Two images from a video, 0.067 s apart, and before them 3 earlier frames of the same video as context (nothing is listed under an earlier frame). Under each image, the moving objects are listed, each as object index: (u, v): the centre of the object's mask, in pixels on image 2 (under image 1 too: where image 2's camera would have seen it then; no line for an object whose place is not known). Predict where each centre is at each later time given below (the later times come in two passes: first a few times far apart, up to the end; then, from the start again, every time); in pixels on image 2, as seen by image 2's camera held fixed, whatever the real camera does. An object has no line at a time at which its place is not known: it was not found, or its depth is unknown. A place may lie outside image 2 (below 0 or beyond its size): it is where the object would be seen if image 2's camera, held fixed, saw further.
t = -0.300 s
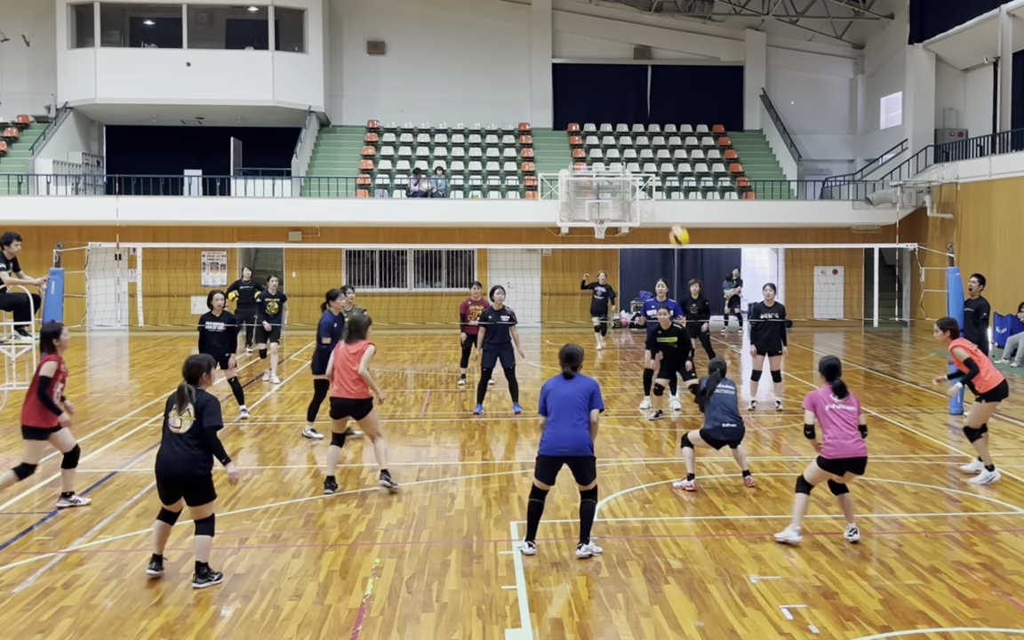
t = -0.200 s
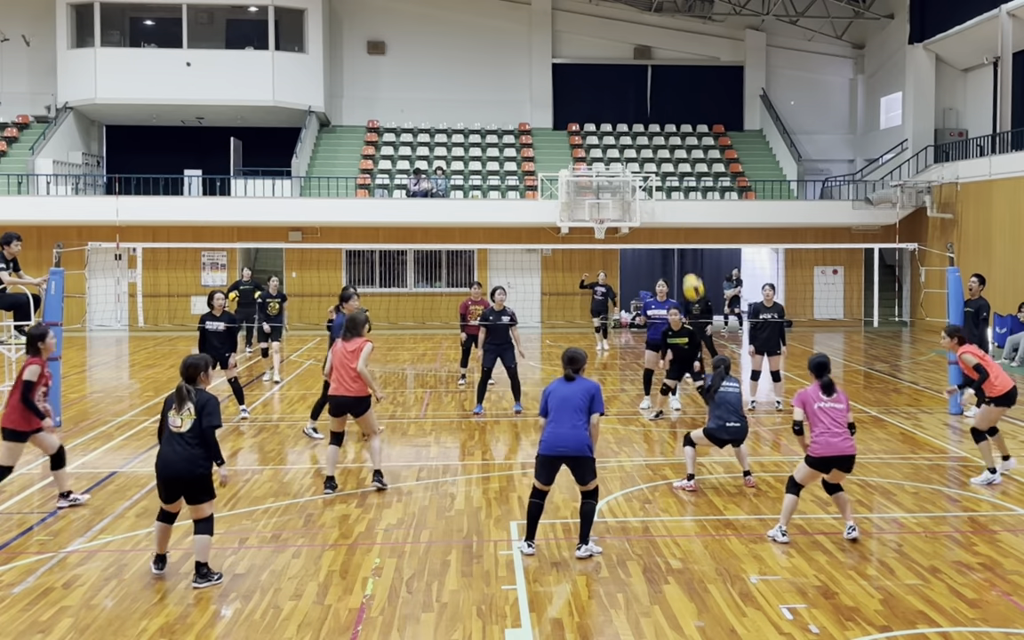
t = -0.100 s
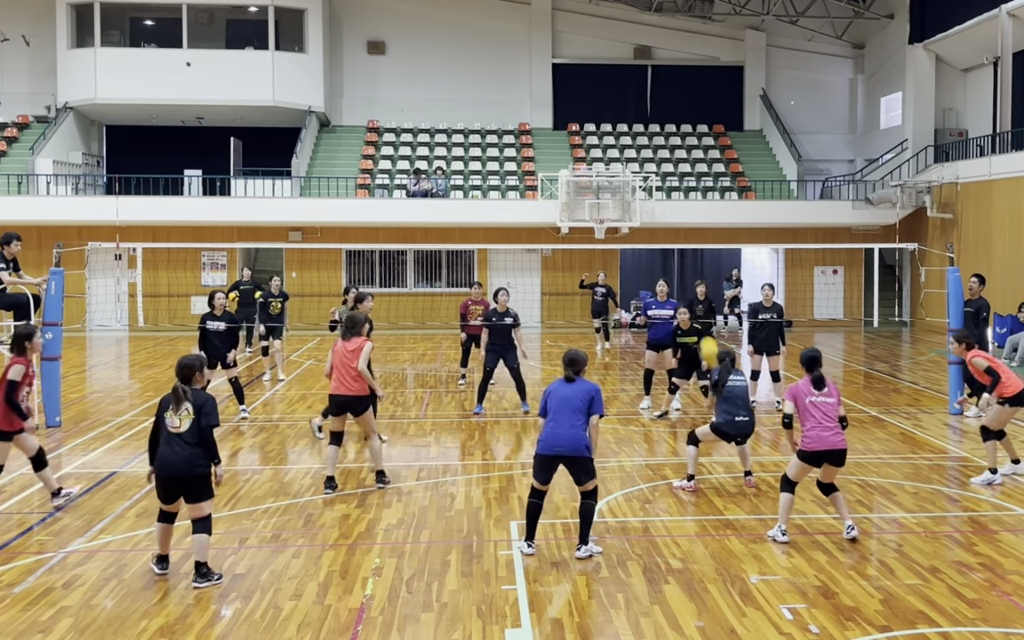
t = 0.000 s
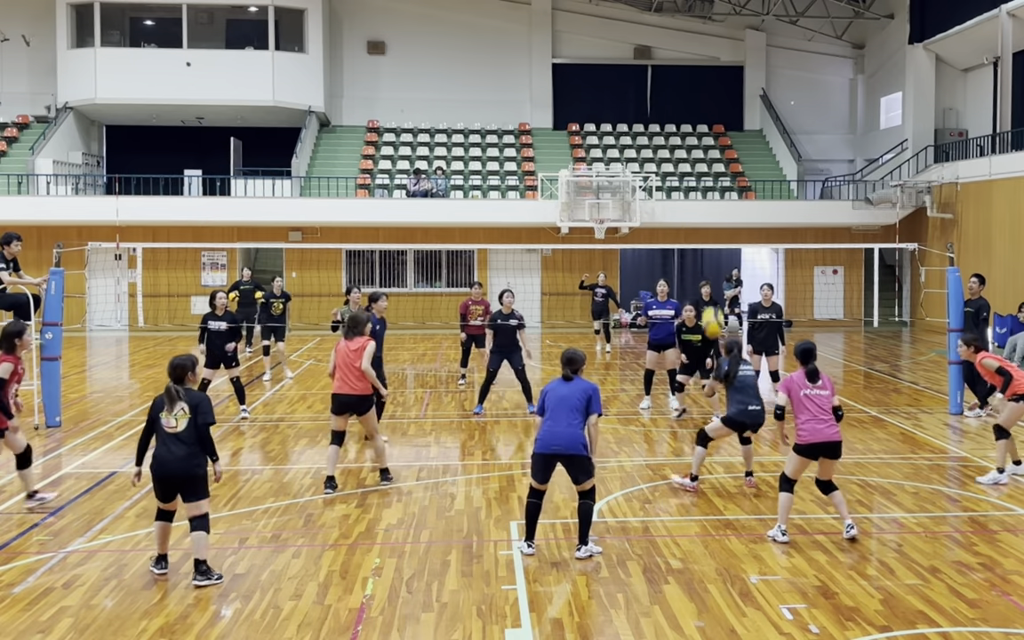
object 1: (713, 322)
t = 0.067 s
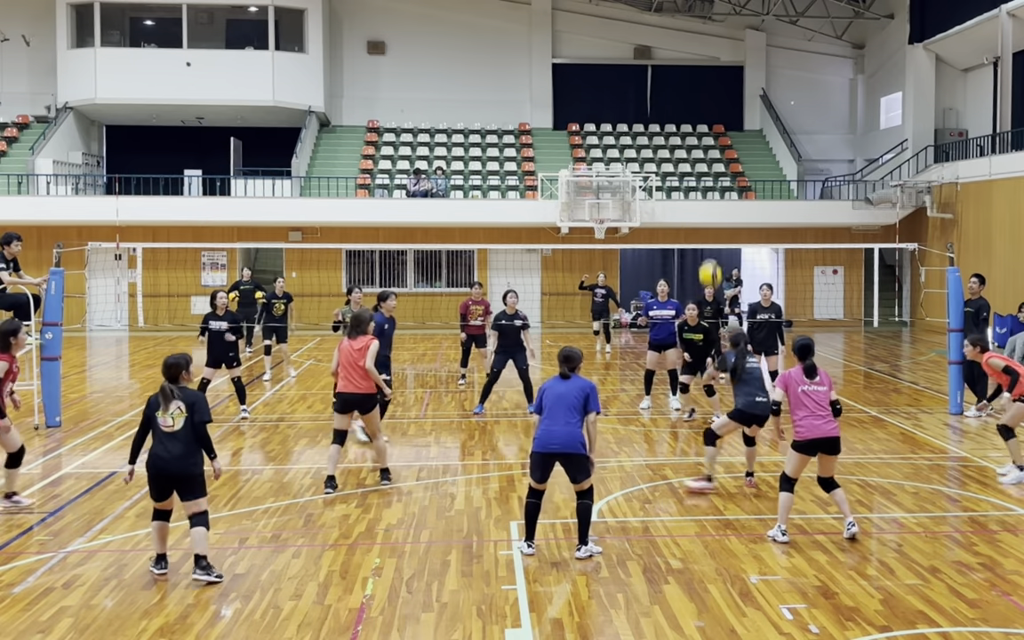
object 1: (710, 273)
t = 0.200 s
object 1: (704, 193)
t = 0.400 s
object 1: (696, 114)
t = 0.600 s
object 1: (688, 77)
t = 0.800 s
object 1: (680, 78)
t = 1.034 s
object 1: (670, 127)
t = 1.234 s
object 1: (664, 203)
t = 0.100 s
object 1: (708, 253)
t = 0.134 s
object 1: (707, 232)
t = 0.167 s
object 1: (706, 212)
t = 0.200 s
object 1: (704, 193)
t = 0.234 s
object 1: (703, 177)
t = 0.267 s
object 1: (701, 163)
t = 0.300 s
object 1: (700, 149)
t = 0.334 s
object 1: (699, 136)
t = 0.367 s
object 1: (697, 125)
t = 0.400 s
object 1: (696, 114)
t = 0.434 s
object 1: (694, 105)
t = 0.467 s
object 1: (693, 97)
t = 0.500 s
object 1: (692, 90)
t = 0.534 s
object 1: (690, 85)
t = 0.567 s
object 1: (689, 80)
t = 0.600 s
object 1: (688, 77)
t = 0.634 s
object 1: (686, 74)
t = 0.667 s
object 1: (685, 73)
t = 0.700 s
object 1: (683, 73)
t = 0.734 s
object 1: (682, 74)
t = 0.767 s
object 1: (681, 75)
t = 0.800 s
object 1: (680, 78)
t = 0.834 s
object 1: (678, 82)
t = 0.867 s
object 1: (677, 87)
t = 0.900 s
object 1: (676, 94)
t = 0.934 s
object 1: (674, 101)
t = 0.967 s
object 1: (673, 109)
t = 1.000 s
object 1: (671, 117)
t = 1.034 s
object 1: (670, 127)
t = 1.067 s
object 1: (669, 138)
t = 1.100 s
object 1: (668, 150)
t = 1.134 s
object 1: (666, 161)
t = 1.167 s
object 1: (666, 174)
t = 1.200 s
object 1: (664, 189)
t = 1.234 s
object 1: (664, 203)
